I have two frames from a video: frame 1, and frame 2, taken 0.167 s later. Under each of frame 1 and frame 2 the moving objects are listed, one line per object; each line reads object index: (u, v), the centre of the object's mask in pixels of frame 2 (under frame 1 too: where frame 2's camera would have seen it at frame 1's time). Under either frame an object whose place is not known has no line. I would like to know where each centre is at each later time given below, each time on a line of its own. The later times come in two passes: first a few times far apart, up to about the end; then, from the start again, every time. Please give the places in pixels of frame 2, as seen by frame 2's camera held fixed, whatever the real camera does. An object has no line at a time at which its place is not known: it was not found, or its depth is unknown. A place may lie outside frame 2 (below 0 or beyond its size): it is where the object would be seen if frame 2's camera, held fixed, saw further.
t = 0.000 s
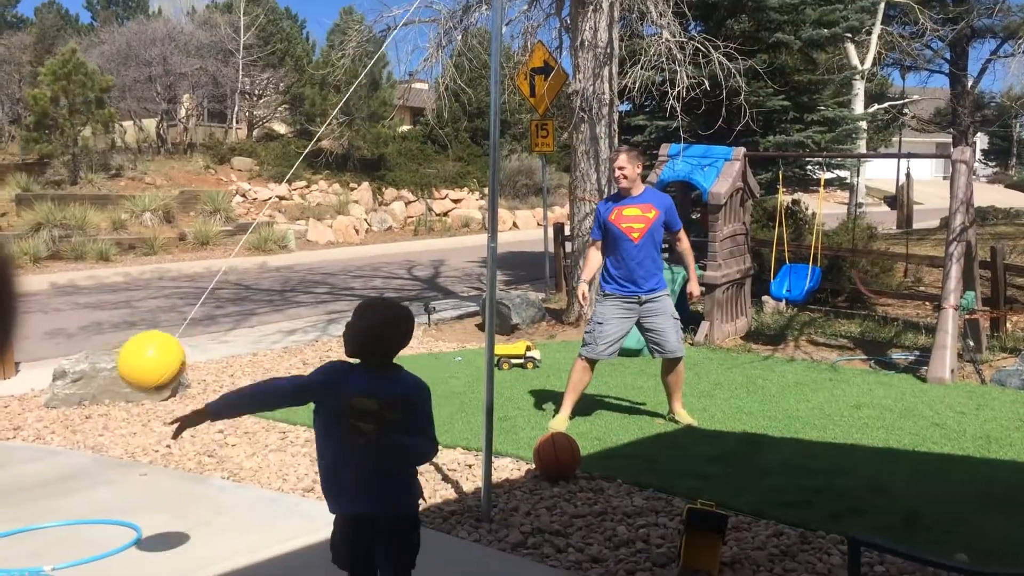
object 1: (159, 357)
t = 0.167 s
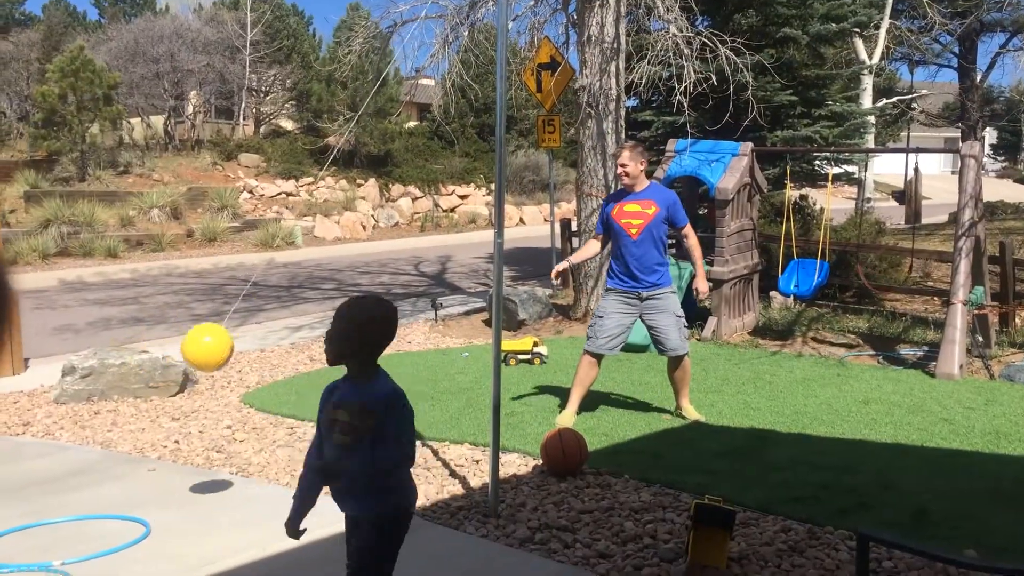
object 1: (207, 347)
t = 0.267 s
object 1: (260, 321)
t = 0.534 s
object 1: (414, 240)
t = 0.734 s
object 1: (530, 188)
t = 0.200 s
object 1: (223, 340)
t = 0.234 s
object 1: (241, 331)
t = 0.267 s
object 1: (260, 321)
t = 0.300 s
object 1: (278, 310)
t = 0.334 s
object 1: (297, 300)
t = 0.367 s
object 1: (314, 289)
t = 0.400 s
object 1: (334, 278)
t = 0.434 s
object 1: (354, 271)
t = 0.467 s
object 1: (374, 260)
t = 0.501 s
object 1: (393, 250)
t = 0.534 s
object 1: (414, 240)
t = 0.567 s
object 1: (434, 230)
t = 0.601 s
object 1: (454, 221)
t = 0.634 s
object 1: (473, 212)
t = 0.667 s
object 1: (488, 202)
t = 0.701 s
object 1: (516, 195)
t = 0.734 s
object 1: (530, 188)
